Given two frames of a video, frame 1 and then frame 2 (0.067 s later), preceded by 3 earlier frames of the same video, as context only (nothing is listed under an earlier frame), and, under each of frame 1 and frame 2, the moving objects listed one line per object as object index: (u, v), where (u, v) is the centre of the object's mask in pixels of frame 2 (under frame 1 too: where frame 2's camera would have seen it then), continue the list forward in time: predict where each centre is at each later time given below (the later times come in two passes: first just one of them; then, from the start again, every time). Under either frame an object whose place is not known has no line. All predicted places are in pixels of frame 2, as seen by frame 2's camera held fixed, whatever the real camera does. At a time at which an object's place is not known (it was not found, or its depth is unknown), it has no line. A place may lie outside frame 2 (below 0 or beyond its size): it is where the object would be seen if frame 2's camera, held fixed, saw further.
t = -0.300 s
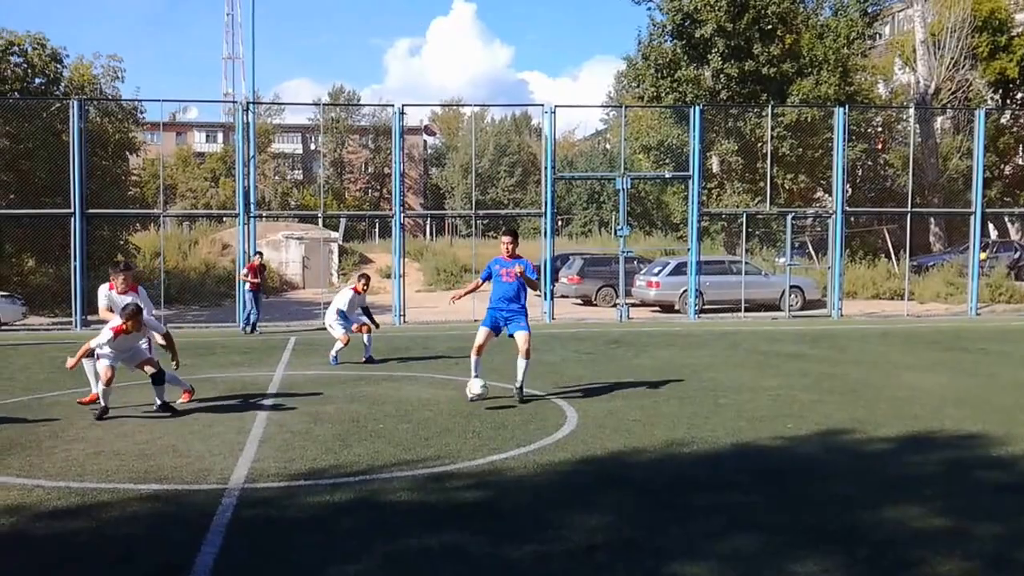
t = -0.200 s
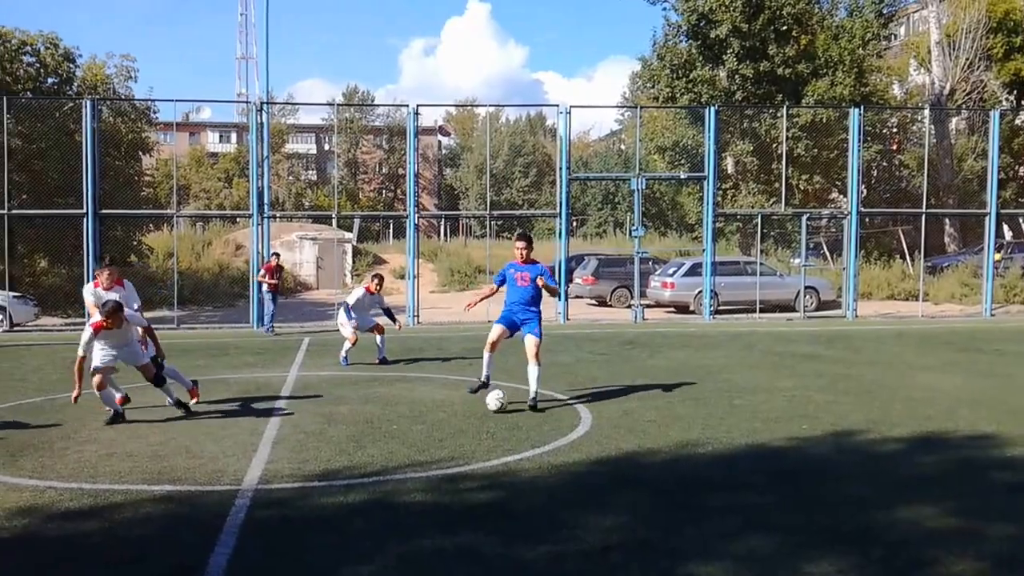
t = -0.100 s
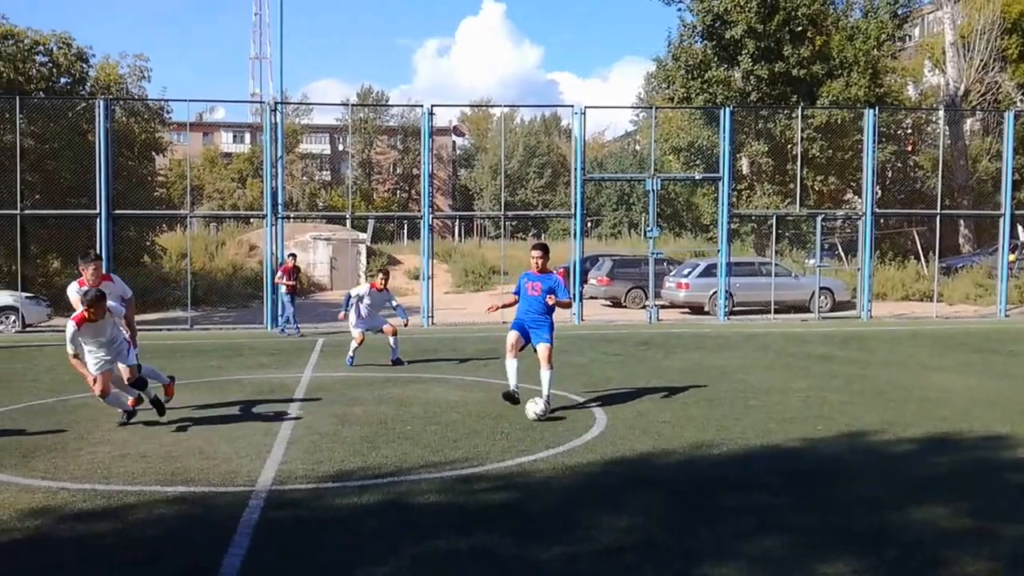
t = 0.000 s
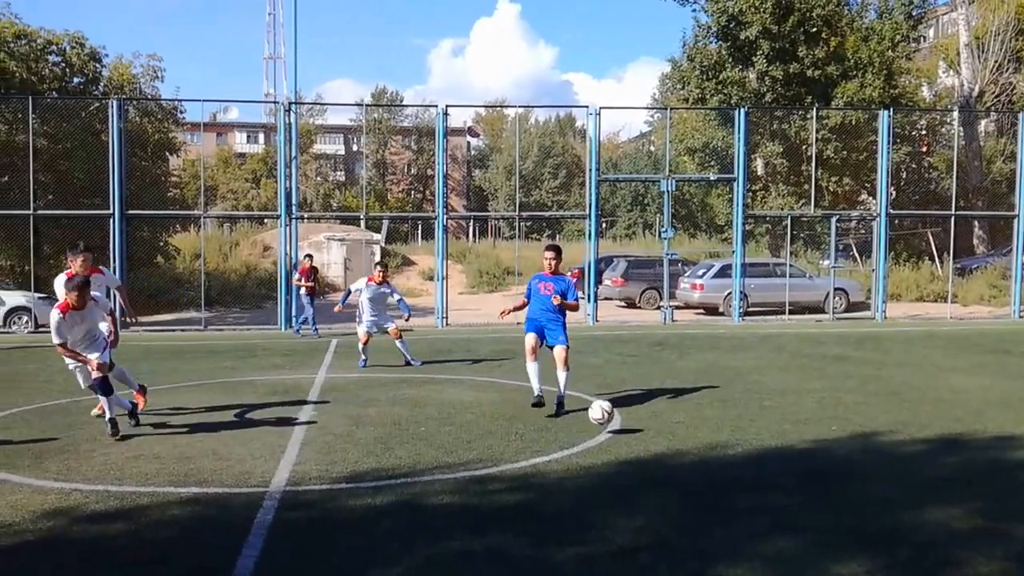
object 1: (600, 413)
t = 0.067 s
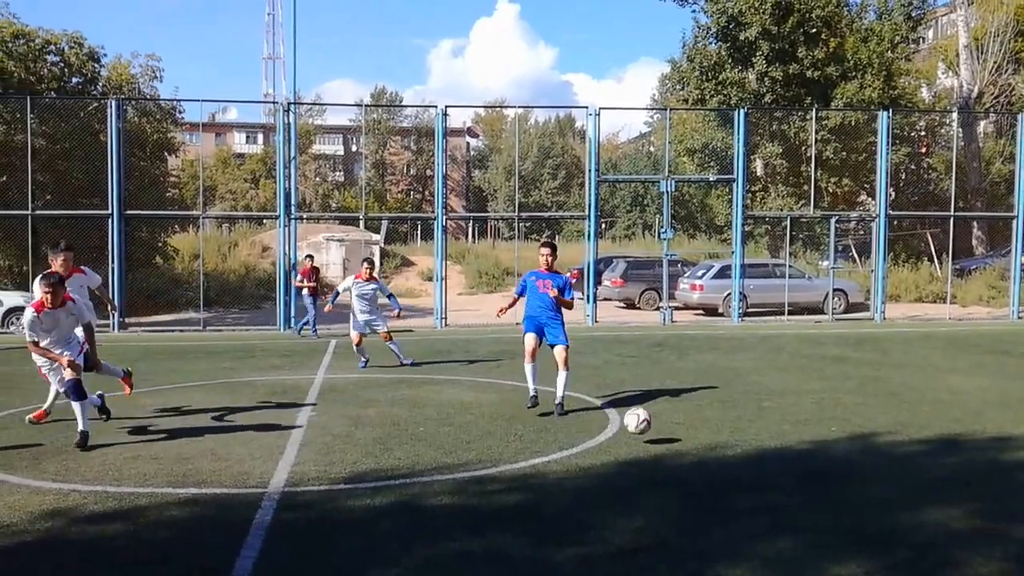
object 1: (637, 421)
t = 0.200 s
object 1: (720, 448)
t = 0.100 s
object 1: (656, 427)
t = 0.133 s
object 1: (678, 436)
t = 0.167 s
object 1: (702, 447)
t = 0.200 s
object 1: (720, 448)
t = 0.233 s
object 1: (738, 449)
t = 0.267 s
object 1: (758, 450)
